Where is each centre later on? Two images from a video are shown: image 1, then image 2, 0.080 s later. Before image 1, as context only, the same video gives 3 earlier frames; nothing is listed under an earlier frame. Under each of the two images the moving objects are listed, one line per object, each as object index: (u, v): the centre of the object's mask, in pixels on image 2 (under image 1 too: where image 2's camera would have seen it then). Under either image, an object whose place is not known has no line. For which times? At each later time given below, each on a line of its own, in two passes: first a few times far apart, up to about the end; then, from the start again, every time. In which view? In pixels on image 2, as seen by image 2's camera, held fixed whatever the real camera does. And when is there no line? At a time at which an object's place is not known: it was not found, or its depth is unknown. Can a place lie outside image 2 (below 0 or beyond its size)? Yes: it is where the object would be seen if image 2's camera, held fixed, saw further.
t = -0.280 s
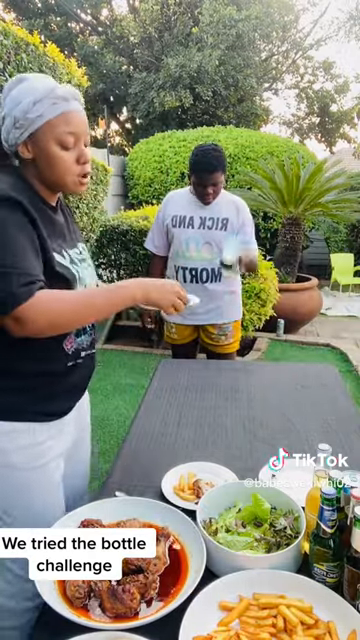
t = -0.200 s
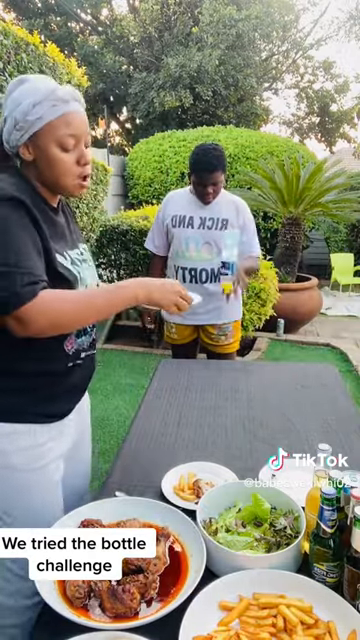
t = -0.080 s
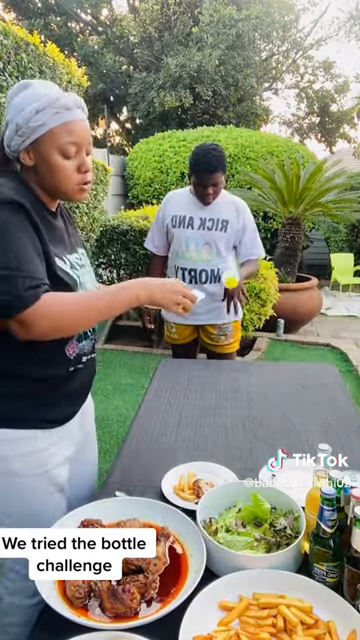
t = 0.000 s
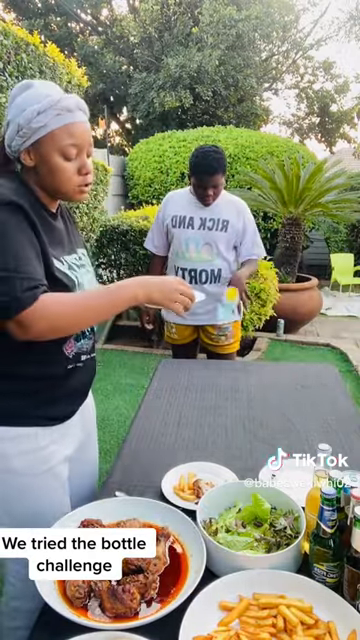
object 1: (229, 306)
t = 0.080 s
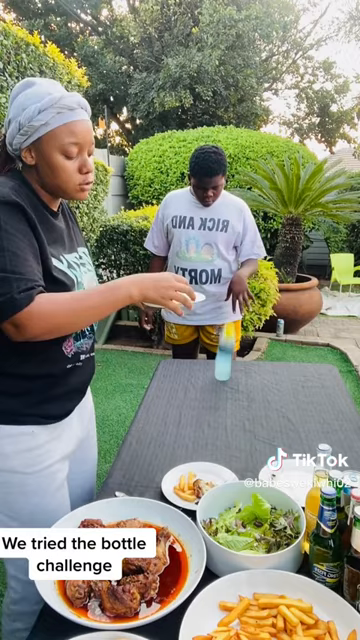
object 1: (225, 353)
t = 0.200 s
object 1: (224, 349)
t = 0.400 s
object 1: (230, 377)
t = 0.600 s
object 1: (223, 393)
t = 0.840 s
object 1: (208, 399)
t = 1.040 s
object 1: (195, 404)
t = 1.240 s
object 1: (183, 409)
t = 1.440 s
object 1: (171, 413)
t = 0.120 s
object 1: (225, 351)
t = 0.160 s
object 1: (225, 349)
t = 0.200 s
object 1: (224, 349)
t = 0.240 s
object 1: (224, 353)
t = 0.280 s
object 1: (224, 360)
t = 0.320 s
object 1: (224, 363)
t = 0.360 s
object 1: (227, 368)
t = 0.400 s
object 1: (230, 377)
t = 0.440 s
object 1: (231, 389)
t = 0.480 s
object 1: (230, 390)
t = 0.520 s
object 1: (228, 391)
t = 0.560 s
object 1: (226, 392)
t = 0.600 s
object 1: (223, 393)
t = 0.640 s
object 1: (221, 395)
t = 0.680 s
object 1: (218, 395)
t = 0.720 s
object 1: (216, 397)
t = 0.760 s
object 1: (214, 397)
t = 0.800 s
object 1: (211, 399)
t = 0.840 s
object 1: (208, 399)
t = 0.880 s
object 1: (206, 401)
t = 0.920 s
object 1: (203, 401)
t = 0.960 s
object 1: (201, 402)
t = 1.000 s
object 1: (198, 403)
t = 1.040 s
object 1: (195, 404)
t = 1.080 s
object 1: (192, 405)
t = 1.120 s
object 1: (190, 406)
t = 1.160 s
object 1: (188, 406)
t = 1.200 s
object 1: (185, 407)
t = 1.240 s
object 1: (183, 409)
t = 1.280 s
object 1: (180, 409)
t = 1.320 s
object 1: (178, 410)
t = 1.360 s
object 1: (175, 412)
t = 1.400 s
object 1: (173, 412)
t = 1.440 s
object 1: (171, 413)
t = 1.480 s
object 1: (168, 414)
